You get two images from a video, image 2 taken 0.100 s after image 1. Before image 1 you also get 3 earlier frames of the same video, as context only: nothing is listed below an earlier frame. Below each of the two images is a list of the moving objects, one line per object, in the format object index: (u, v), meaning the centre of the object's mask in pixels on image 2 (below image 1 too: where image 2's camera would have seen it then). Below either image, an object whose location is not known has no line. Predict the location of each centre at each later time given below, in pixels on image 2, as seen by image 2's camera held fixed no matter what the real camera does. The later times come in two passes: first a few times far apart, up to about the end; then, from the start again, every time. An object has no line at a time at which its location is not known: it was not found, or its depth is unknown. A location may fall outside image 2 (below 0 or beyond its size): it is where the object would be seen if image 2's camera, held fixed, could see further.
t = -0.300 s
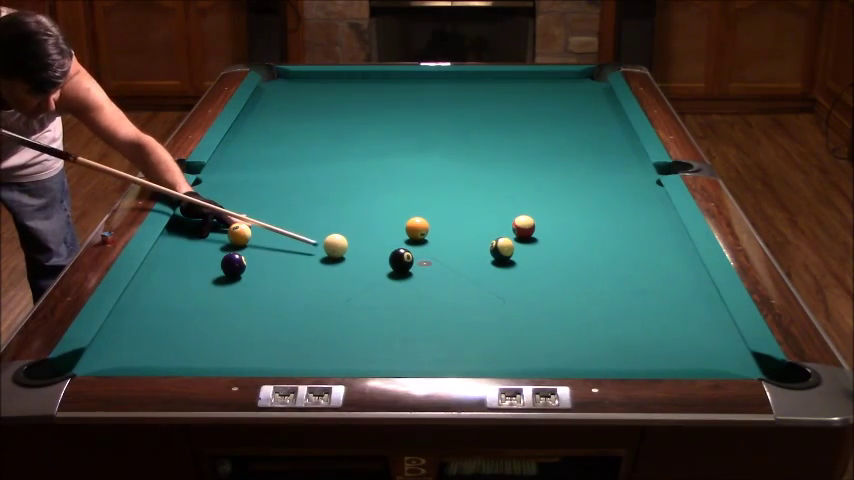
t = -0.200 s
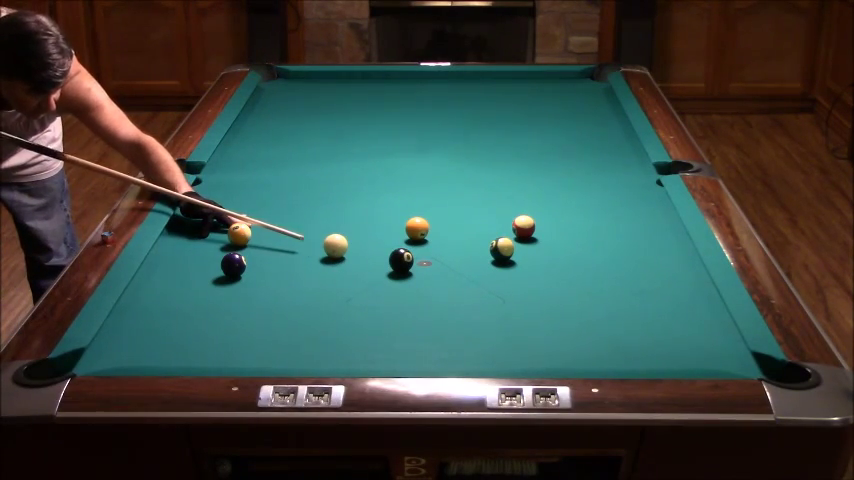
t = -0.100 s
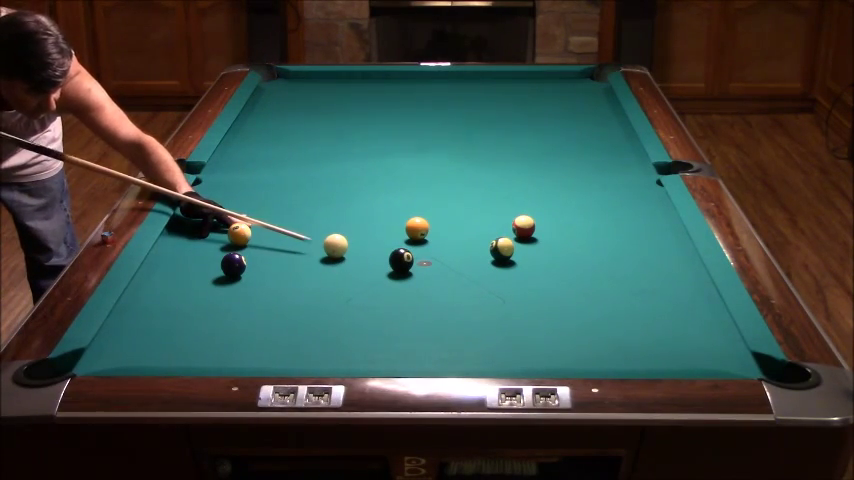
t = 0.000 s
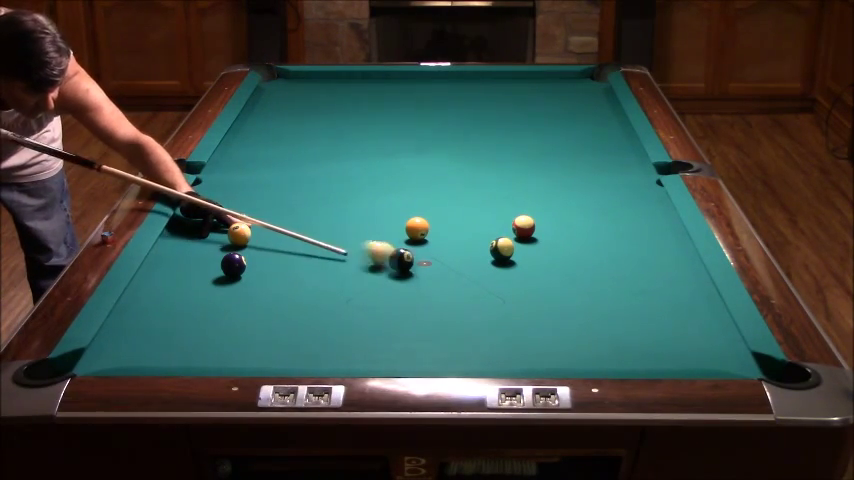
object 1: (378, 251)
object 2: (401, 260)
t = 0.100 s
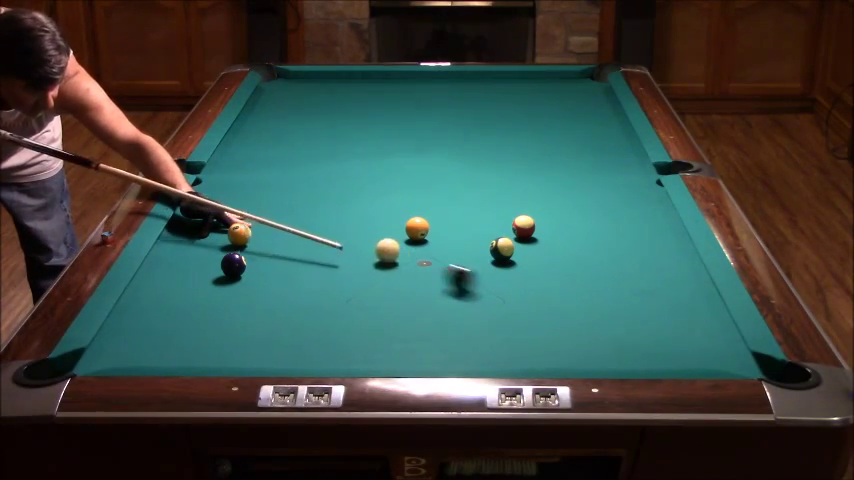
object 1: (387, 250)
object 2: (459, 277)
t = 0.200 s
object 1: (389, 246)
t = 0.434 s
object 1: (393, 238)
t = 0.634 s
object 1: (395, 232)
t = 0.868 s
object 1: (390, 227)
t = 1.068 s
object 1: (386, 223)
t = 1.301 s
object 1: (382, 218)
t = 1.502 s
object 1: (379, 215)
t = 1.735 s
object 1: (377, 212)
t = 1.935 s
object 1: (376, 210)
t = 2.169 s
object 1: (375, 208)
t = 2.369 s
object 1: (375, 206)
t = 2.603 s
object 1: (375, 205)
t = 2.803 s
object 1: (374, 205)
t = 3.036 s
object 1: (374, 205)
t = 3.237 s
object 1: (374, 205)
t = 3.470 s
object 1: (374, 205)
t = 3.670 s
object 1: (374, 205)
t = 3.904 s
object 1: (374, 205)
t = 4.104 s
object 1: (374, 205)
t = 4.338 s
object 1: (374, 205)
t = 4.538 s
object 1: (374, 205)
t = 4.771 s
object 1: (374, 205)
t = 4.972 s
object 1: (374, 205)
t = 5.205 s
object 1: (374, 205)
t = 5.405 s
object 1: (374, 205)
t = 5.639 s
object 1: (374, 205)
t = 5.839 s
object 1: (374, 205)
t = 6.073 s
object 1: (374, 205)
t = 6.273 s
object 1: (374, 205)
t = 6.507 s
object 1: (374, 205)
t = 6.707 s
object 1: (374, 205)
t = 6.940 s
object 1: (374, 205)
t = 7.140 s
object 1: (374, 205)
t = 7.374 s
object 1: (374, 205)
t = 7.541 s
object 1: (374, 205)
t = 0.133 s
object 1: (388, 249)
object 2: (478, 283)
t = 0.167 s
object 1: (389, 248)
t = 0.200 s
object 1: (389, 246)
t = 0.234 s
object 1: (390, 245)
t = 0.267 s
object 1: (390, 244)
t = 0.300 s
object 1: (391, 243)
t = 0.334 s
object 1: (391, 242)
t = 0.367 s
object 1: (392, 240)
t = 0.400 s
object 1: (393, 239)
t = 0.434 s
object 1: (393, 238)
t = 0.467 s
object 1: (394, 237)
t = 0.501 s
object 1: (394, 236)
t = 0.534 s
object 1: (395, 235)
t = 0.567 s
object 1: (395, 234)
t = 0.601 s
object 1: (396, 233)
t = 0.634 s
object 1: (395, 232)
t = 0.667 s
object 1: (395, 231)
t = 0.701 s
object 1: (394, 230)
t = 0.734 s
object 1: (393, 229)
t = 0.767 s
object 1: (392, 229)
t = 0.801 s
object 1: (391, 228)
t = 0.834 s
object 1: (391, 227)
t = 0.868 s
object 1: (390, 227)
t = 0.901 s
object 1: (389, 226)
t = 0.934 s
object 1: (388, 225)
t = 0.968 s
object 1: (388, 224)
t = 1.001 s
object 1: (387, 224)
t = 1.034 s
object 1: (387, 223)
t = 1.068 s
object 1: (386, 223)
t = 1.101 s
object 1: (385, 222)
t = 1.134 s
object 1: (385, 221)
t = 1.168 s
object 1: (384, 220)
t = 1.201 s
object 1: (384, 220)
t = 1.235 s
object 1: (383, 219)
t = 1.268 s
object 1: (382, 219)
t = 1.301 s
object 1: (382, 218)
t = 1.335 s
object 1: (381, 218)
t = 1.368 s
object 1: (381, 217)
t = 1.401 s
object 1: (380, 217)
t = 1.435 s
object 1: (380, 216)
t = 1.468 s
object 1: (379, 216)
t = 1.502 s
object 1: (379, 215)
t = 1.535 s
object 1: (378, 215)
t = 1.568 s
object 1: (378, 214)
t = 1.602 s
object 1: (378, 214)
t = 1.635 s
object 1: (377, 213)
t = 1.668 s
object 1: (377, 213)
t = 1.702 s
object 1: (377, 212)
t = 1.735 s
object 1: (377, 212)
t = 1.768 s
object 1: (377, 212)
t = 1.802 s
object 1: (376, 211)
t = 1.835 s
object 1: (376, 211)
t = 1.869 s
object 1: (376, 210)
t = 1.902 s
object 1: (376, 210)
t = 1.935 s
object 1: (376, 210)
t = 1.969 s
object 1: (376, 209)
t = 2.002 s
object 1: (376, 209)
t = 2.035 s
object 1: (375, 209)
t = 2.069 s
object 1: (375, 209)
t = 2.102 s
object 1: (375, 208)
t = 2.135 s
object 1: (375, 208)
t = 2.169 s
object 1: (375, 208)
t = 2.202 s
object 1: (375, 208)
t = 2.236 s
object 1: (375, 207)
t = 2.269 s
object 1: (375, 207)
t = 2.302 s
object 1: (375, 207)
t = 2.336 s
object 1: (375, 207)
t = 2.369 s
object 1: (375, 206)
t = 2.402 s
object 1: (375, 206)
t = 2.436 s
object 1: (375, 206)
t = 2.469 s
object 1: (375, 206)
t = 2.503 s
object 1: (375, 206)
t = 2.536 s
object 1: (375, 206)
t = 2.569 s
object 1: (375, 206)
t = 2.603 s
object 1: (375, 205)
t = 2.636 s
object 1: (374, 205)
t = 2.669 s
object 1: (374, 205)
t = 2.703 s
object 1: (374, 205)
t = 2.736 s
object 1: (375, 205)
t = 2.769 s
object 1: (374, 205)
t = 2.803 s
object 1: (374, 205)
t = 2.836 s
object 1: (374, 205)
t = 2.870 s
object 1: (374, 205)
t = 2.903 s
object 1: (374, 205)
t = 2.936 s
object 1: (374, 205)
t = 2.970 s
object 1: (374, 205)
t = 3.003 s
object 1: (374, 205)
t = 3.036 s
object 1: (374, 205)
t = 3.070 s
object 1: (374, 205)
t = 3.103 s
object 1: (374, 205)
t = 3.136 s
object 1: (374, 205)
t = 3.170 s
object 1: (374, 205)
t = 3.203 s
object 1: (374, 205)
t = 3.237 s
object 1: (374, 205)
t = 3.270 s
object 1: (374, 205)
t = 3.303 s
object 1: (374, 205)
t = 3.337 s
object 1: (374, 205)
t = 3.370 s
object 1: (374, 205)
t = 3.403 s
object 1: (374, 205)
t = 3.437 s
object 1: (374, 205)
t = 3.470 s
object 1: (374, 205)
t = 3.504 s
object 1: (374, 205)
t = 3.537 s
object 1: (374, 205)
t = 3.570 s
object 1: (374, 205)
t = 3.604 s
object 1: (374, 205)
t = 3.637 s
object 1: (374, 205)
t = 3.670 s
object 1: (374, 205)
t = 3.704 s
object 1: (374, 205)
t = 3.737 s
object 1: (374, 205)
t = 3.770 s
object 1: (374, 205)
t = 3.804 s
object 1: (374, 205)
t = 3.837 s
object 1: (374, 205)
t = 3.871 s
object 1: (374, 205)
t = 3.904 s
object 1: (374, 205)
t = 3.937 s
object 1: (374, 205)
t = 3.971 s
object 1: (374, 205)
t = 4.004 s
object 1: (374, 205)
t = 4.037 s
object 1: (374, 205)
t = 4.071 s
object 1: (374, 205)
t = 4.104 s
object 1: (374, 205)
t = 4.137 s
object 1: (374, 205)
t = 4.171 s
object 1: (374, 205)
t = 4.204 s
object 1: (374, 205)
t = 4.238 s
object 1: (374, 205)
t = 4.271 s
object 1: (374, 205)
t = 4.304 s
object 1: (374, 205)
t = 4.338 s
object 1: (374, 205)
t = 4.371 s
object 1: (374, 205)
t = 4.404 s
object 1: (374, 205)
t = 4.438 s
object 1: (374, 205)
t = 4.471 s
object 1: (374, 205)
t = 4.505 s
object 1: (374, 205)
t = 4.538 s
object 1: (374, 205)
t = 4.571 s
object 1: (374, 205)
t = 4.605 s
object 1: (374, 205)
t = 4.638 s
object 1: (374, 205)
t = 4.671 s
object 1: (374, 205)
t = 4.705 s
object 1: (374, 205)
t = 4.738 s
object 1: (374, 205)
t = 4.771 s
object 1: (374, 205)
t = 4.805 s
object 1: (374, 205)
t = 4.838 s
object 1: (374, 205)
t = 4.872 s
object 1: (374, 205)
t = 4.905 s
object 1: (374, 205)
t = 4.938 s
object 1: (374, 205)
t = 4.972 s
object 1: (374, 205)
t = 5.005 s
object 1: (374, 205)
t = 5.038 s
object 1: (374, 205)
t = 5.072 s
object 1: (374, 205)
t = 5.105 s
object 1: (374, 205)
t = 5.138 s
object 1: (374, 205)
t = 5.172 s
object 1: (374, 205)
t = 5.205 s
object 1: (374, 205)
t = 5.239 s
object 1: (374, 205)
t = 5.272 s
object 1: (374, 205)
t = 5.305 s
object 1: (374, 205)
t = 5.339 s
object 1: (374, 205)
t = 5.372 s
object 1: (374, 205)
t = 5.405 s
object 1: (374, 205)
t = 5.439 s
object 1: (374, 205)
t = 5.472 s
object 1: (374, 205)
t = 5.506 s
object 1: (374, 205)
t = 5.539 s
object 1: (374, 205)
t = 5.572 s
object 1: (374, 205)
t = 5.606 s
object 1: (374, 205)
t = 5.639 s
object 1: (374, 205)
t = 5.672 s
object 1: (374, 205)
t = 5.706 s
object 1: (374, 205)
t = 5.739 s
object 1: (374, 205)
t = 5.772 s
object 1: (374, 205)
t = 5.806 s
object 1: (374, 205)
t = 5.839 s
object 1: (374, 205)
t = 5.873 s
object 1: (374, 205)
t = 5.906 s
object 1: (374, 205)
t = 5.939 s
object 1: (374, 205)
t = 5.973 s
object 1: (374, 205)
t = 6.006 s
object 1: (374, 205)
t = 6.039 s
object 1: (374, 205)
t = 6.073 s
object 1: (374, 205)
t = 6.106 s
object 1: (374, 205)
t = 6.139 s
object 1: (374, 205)
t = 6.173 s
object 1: (374, 204)
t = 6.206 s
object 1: (374, 205)
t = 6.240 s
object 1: (374, 205)
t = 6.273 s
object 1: (374, 205)
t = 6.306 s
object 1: (374, 205)
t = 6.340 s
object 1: (374, 205)
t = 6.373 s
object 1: (374, 205)
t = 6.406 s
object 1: (374, 205)
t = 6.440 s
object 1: (374, 205)
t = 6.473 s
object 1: (374, 205)
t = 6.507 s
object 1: (374, 205)
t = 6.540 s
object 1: (374, 205)
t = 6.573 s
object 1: (374, 205)
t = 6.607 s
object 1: (374, 205)
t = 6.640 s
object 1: (374, 205)
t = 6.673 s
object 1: (374, 205)
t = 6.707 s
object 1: (374, 205)
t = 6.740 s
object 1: (374, 205)
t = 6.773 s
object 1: (374, 205)
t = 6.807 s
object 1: (374, 205)
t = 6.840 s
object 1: (374, 205)
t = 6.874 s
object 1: (374, 205)
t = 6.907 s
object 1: (374, 205)
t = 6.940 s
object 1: (374, 205)
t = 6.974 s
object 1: (374, 205)
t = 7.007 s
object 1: (374, 205)
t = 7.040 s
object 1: (374, 205)
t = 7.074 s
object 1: (374, 205)
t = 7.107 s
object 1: (374, 205)
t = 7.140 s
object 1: (374, 205)
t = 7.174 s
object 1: (374, 205)
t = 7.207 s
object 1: (374, 205)
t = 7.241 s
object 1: (374, 205)
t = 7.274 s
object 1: (374, 205)
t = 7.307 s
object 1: (374, 205)
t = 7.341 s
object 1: (374, 205)
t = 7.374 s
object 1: (374, 205)
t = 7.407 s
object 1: (374, 205)
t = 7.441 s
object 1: (374, 205)
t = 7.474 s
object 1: (374, 205)
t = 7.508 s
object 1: (374, 205)
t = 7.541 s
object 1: (374, 205)
